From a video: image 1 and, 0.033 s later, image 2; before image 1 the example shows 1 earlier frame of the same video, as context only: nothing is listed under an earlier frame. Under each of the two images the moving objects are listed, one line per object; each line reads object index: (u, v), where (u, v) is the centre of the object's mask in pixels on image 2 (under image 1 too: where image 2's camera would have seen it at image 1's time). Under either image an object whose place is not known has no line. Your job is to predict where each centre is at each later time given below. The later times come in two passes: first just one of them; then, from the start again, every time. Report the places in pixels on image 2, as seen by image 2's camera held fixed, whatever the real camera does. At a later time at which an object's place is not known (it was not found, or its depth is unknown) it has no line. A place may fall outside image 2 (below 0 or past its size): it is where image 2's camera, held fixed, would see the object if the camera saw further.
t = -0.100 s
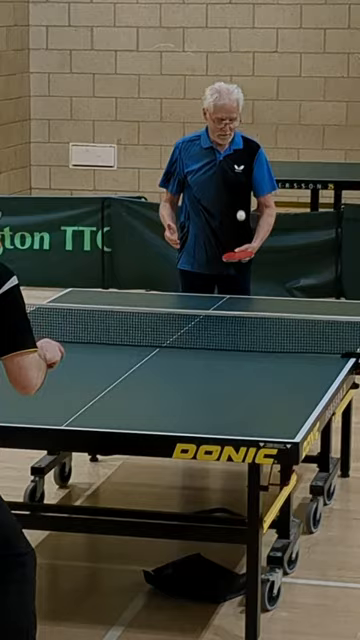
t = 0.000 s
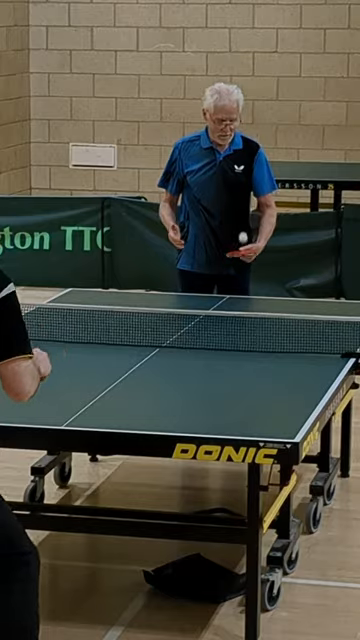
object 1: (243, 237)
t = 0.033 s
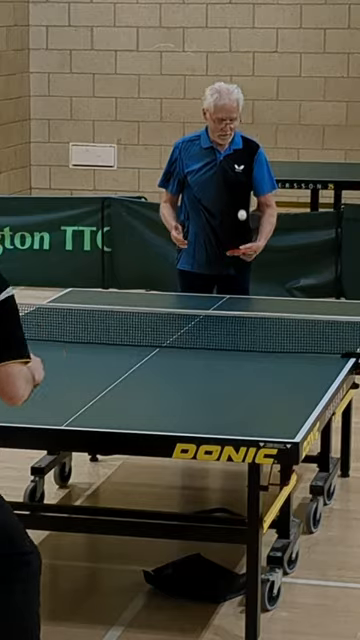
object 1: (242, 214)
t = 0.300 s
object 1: (234, 186)
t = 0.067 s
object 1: (241, 202)
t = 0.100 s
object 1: (240, 193)
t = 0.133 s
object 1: (239, 185)
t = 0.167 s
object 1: (238, 180)
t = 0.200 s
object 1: (237, 178)
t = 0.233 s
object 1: (236, 178)
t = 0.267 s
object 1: (235, 181)
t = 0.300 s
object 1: (234, 186)
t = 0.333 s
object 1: (233, 194)
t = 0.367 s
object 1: (232, 209)
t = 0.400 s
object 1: (231, 222)
